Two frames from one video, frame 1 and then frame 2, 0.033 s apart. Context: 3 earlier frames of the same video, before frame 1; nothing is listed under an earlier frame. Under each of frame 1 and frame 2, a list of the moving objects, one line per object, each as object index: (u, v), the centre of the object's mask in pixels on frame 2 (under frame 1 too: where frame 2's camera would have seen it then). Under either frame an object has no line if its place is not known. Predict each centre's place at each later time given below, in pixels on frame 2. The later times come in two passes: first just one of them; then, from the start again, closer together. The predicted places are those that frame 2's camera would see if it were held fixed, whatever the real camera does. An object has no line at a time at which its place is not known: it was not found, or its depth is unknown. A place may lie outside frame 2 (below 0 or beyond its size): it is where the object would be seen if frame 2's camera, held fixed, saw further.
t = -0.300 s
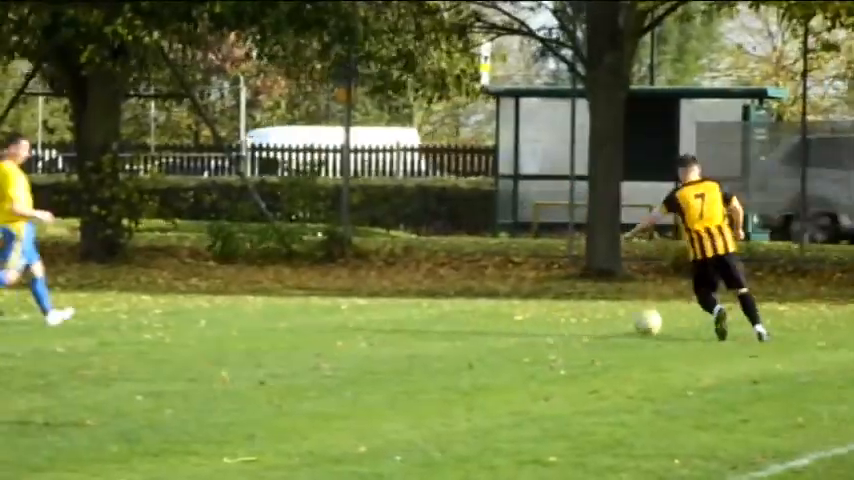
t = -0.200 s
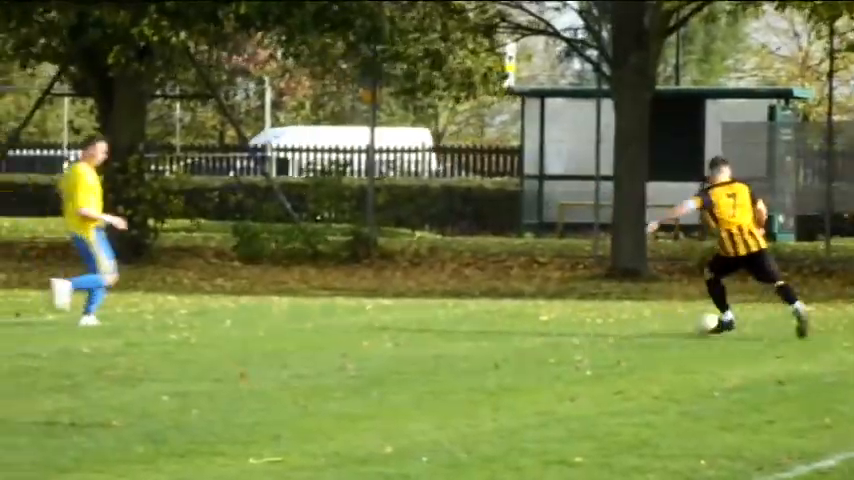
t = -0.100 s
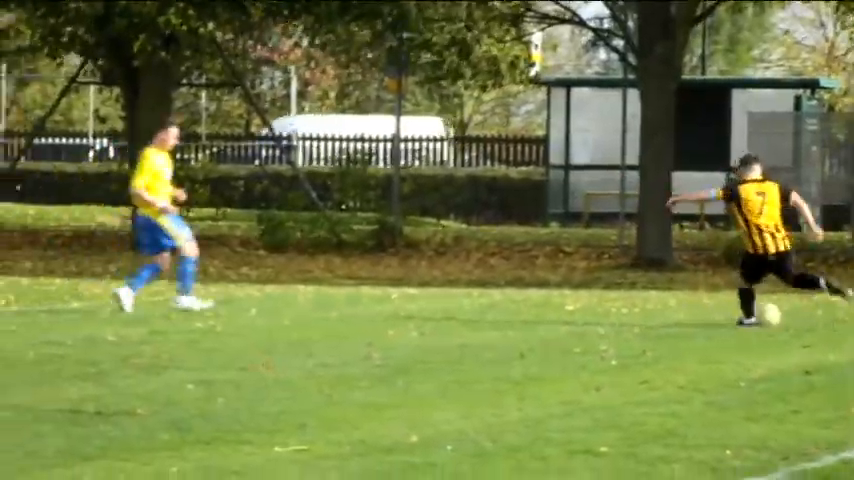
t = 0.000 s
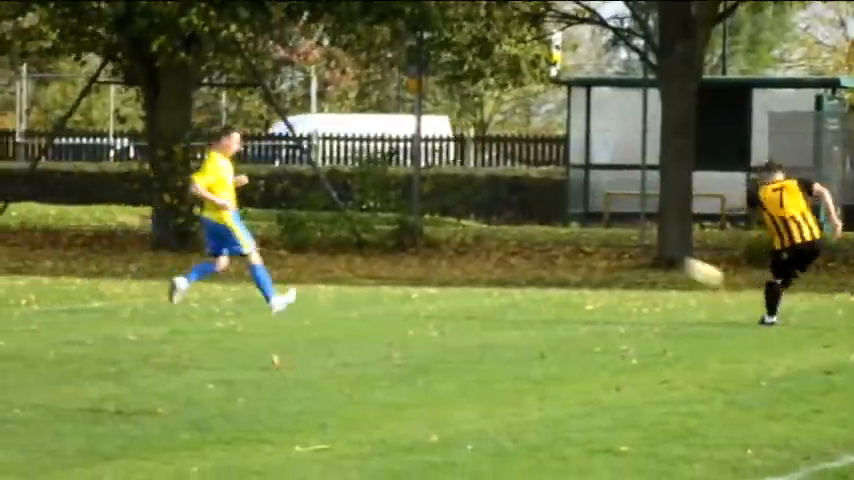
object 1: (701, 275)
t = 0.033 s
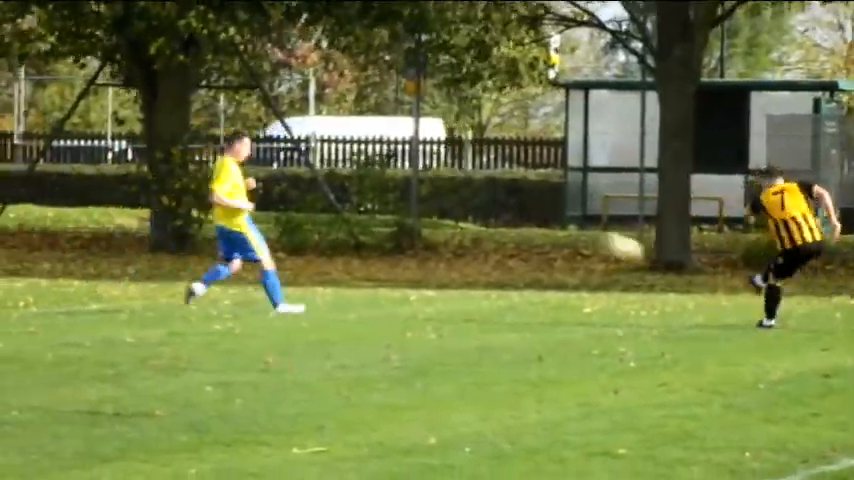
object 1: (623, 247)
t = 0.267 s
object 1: (119, 97)
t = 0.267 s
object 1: (119, 97)
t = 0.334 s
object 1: (-22, 68)
